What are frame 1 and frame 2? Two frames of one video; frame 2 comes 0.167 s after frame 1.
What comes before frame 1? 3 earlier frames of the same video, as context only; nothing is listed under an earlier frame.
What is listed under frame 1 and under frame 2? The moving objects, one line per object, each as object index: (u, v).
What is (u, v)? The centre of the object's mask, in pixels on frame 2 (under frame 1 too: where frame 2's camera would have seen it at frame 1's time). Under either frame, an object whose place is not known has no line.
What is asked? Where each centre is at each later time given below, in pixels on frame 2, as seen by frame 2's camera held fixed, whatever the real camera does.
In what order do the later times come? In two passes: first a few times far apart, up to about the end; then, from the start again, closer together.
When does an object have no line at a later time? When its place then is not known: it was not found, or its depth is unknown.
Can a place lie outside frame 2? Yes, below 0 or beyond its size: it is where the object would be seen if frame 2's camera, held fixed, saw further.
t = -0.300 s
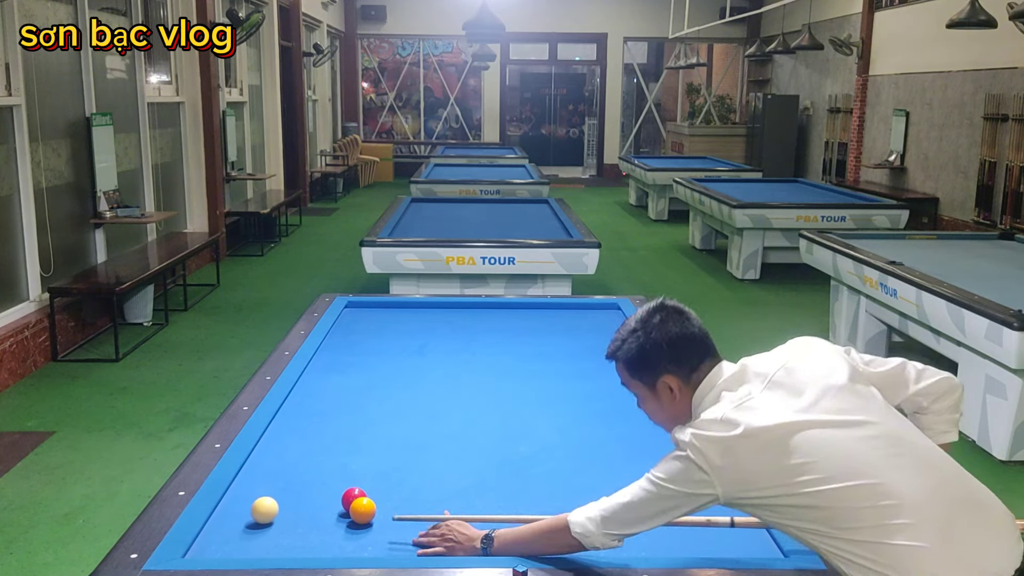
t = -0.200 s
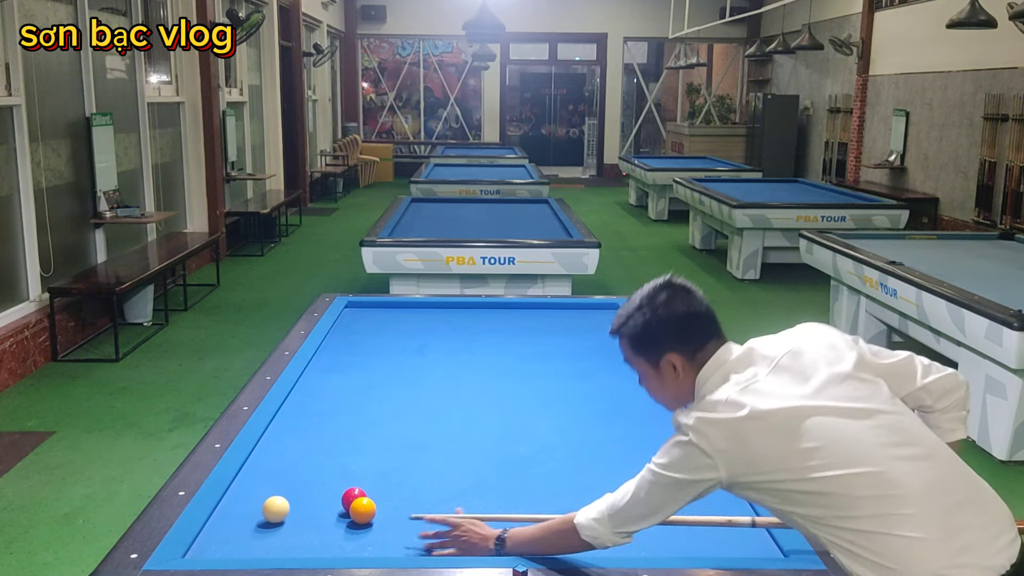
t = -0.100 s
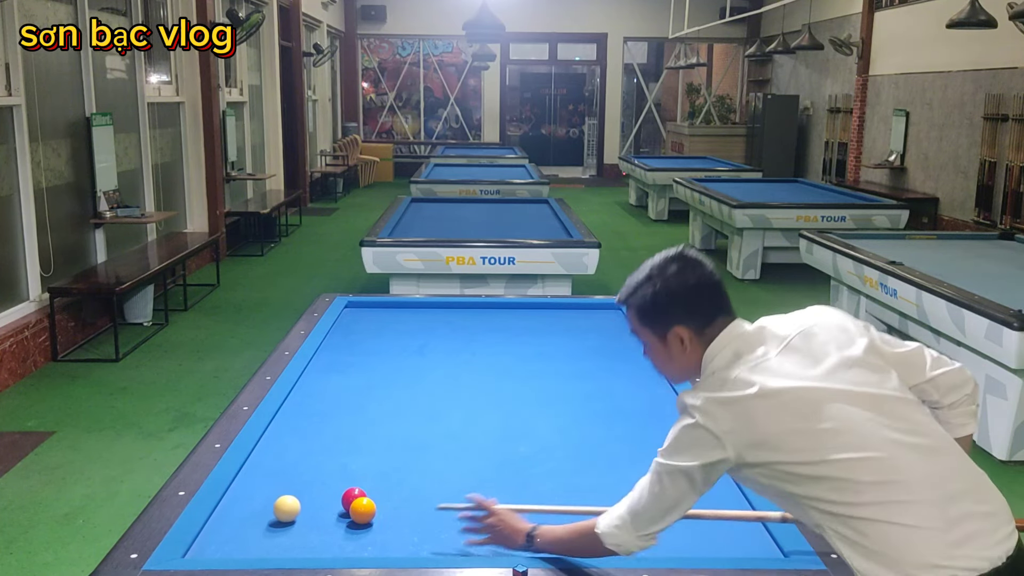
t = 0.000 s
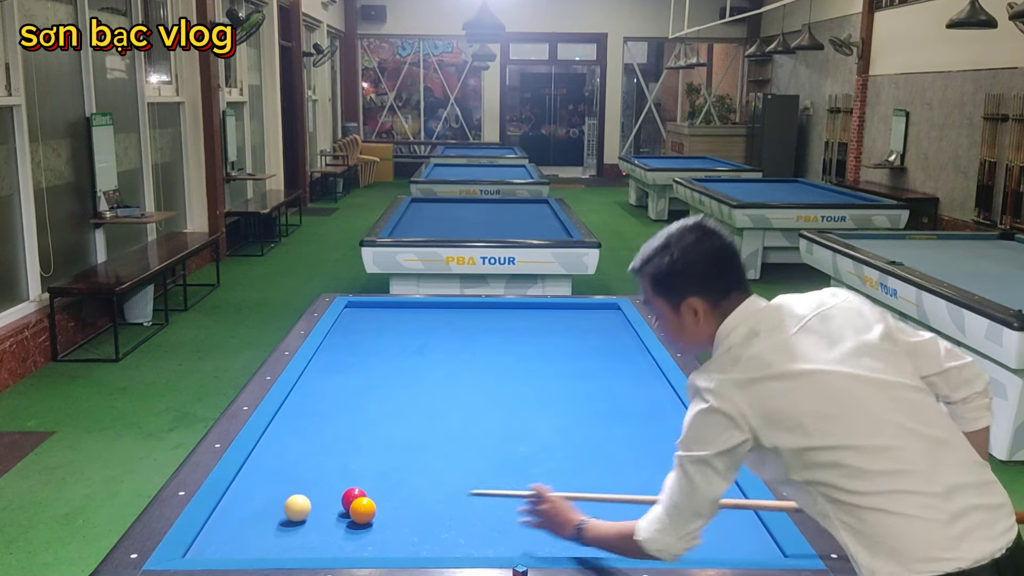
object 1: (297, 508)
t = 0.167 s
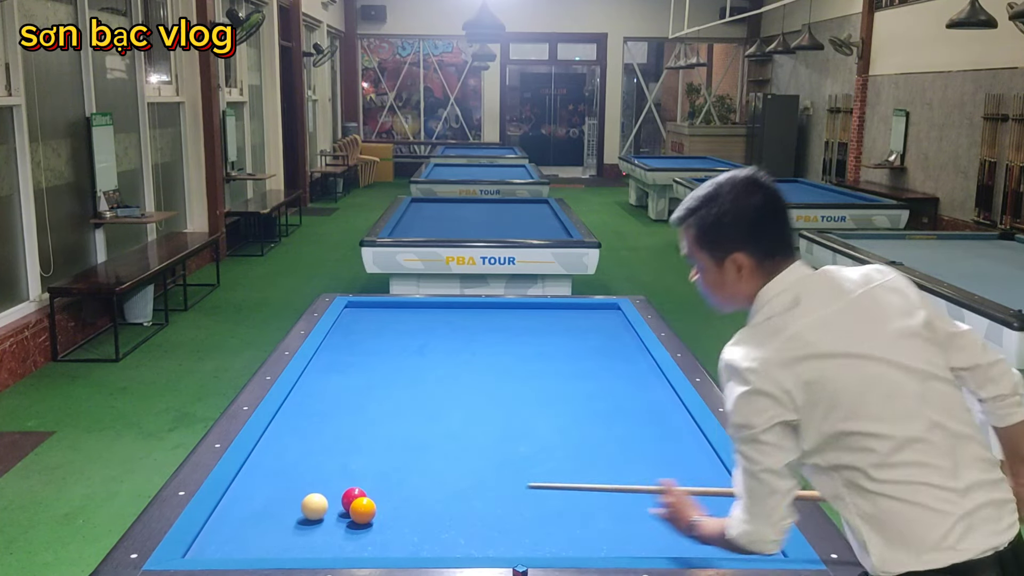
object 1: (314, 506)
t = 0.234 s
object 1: (321, 506)
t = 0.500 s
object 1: (334, 507)
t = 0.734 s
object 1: (338, 508)
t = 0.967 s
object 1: (338, 508)
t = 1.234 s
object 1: (338, 508)
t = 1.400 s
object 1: (338, 508)
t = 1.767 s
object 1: (338, 508)
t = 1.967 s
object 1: (338, 508)
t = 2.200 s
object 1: (338, 508)
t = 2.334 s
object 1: (338, 508)
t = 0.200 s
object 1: (318, 506)
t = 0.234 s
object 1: (321, 506)
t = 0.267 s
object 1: (324, 506)
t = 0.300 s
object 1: (328, 506)
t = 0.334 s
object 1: (330, 506)
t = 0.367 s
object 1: (331, 506)
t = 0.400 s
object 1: (332, 506)
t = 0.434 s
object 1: (333, 506)
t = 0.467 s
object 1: (334, 506)
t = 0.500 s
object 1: (334, 507)
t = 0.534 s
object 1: (335, 507)
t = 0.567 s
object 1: (336, 507)
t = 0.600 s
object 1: (337, 507)
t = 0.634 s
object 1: (338, 508)
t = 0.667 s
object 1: (338, 507)
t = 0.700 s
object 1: (338, 508)
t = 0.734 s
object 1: (338, 508)
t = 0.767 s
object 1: (338, 508)
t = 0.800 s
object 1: (338, 508)
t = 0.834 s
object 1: (338, 508)
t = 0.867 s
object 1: (338, 508)
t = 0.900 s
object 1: (338, 508)
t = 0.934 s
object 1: (338, 508)
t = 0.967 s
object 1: (338, 508)
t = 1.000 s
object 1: (338, 508)
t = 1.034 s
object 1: (338, 508)
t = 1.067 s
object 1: (338, 508)
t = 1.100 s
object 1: (338, 508)
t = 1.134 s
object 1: (338, 508)
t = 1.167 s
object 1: (338, 508)
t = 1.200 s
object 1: (338, 508)
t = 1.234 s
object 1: (338, 508)
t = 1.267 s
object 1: (338, 508)
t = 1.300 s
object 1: (338, 508)
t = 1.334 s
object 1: (338, 508)
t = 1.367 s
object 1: (338, 508)
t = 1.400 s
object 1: (338, 508)
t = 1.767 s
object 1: (338, 508)
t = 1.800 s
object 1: (338, 508)
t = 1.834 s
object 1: (338, 508)
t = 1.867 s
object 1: (338, 508)
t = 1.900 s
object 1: (338, 508)
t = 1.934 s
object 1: (338, 508)
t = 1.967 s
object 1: (338, 508)
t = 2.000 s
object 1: (338, 508)
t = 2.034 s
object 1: (338, 508)
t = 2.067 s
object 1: (338, 508)
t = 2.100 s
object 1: (338, 508)
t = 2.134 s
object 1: (338, 508)
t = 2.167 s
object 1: (338, 508)
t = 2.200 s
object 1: (338, 508)
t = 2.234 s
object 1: (338, 508)
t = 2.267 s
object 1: (338, 508)
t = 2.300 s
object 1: (338, 508)
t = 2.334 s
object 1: (338, 508)
